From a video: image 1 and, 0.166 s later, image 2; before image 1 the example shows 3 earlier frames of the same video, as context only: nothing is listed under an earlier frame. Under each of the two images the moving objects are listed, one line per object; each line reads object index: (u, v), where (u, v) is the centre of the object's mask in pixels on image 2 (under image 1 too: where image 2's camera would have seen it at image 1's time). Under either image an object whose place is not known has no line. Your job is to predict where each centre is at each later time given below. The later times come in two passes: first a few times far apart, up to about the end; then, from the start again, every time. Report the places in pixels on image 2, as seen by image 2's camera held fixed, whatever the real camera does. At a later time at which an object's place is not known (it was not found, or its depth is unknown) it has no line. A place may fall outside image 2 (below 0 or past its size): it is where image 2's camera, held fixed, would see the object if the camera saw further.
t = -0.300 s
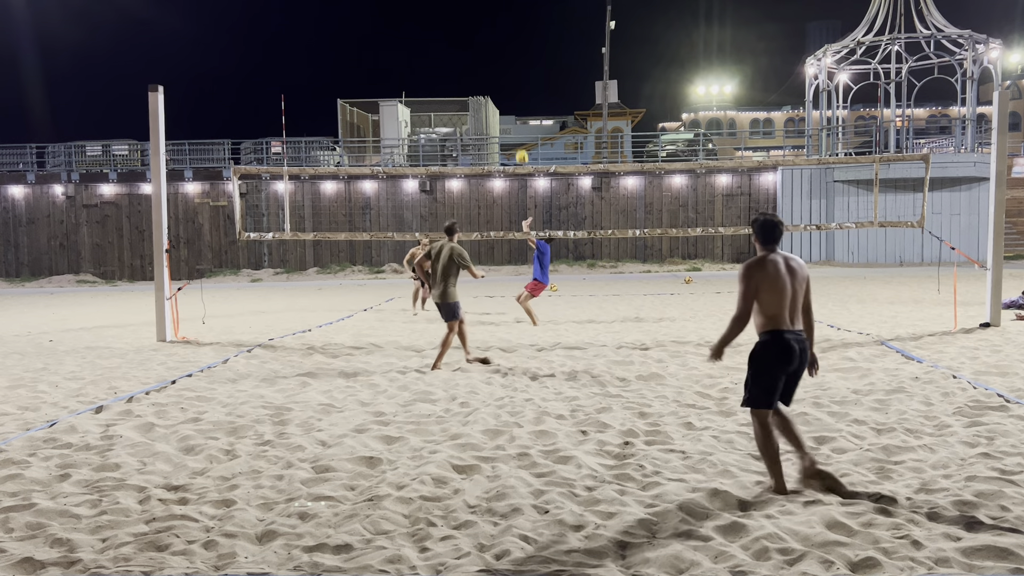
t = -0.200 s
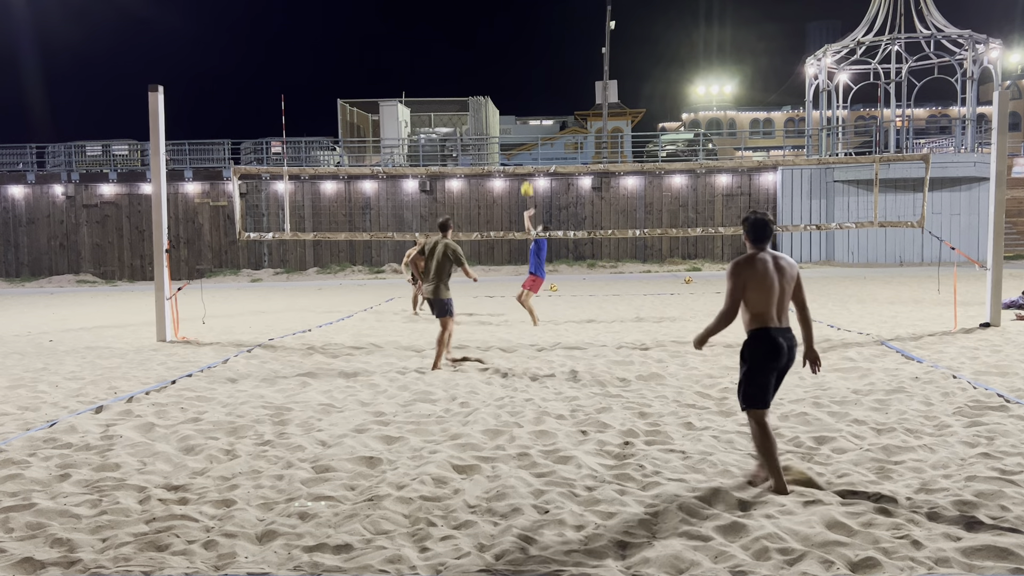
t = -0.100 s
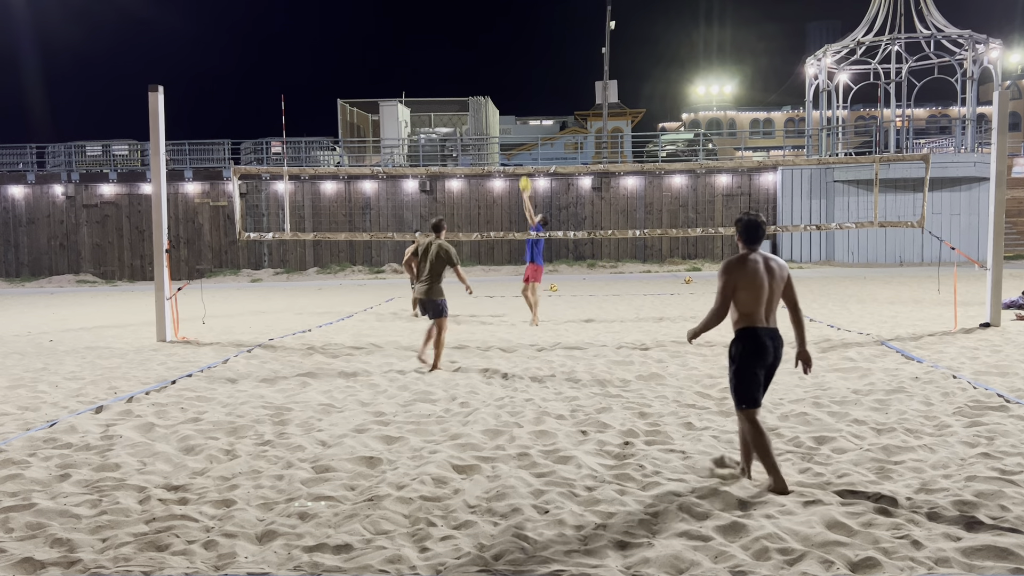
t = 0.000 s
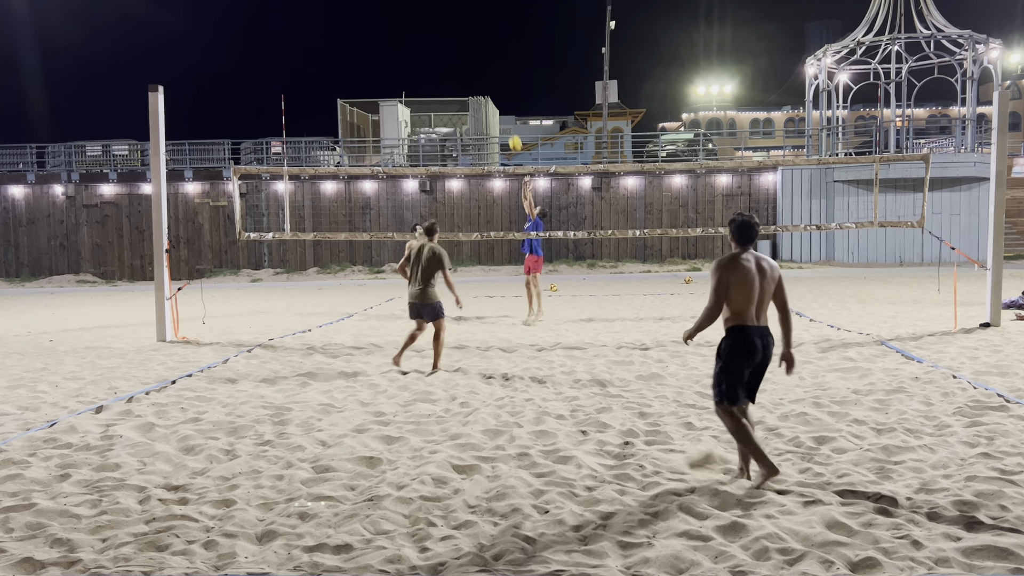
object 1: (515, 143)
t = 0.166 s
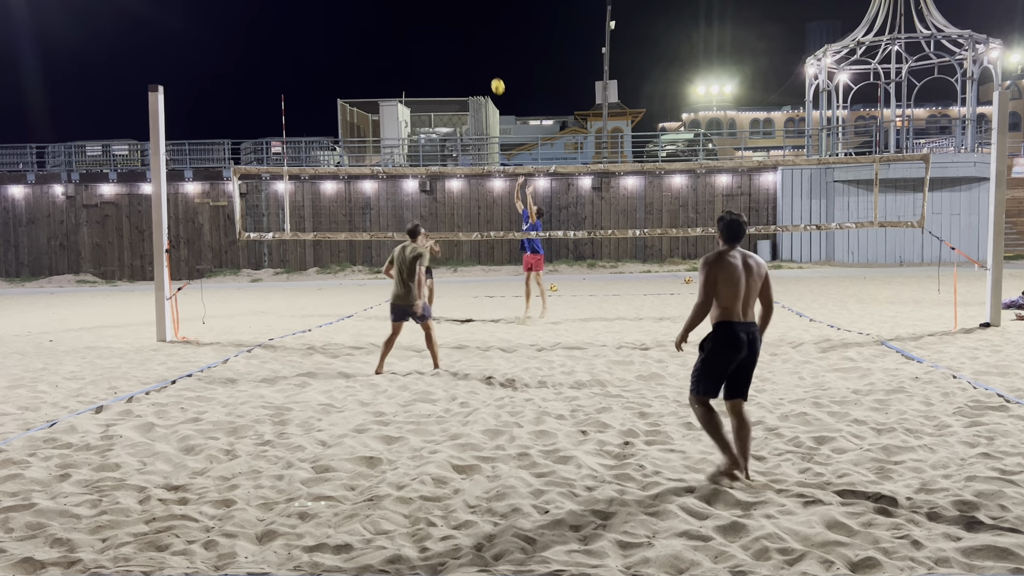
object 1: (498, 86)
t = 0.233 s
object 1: (491, 68)
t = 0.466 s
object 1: (466, 24)
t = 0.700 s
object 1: (442, 13)
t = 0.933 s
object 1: (417, 37)
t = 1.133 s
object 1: (396, 85)
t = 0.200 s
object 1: (494, 77)
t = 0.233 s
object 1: (491, 68)
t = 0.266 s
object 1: (487, 60)
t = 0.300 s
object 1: (484, 52)
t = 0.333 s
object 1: (480, 45)
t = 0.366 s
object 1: (476, 39)
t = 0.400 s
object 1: (473, 33)
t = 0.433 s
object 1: (469, 28)
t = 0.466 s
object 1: (466, 24)
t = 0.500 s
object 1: (463, 20)
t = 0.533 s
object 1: (459, 17)
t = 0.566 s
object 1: (456, 15)
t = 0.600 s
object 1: (452, 14)
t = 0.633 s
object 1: (449, 13)
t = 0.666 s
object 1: (445, 13)
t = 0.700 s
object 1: (442, 13)
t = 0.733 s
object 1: (438, 15)
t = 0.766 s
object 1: (435, 17)
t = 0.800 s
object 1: (431, 19)
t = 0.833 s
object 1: (428, 23)
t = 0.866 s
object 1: (424, 27)
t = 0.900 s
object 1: (420, 32)
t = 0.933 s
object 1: (417, 37)
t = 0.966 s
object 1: (413, 43)
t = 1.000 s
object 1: (410, 50)
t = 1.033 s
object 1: (406, 58)
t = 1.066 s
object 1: (403, 66)
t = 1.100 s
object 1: (399, 75)
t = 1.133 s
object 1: (396, 85)
